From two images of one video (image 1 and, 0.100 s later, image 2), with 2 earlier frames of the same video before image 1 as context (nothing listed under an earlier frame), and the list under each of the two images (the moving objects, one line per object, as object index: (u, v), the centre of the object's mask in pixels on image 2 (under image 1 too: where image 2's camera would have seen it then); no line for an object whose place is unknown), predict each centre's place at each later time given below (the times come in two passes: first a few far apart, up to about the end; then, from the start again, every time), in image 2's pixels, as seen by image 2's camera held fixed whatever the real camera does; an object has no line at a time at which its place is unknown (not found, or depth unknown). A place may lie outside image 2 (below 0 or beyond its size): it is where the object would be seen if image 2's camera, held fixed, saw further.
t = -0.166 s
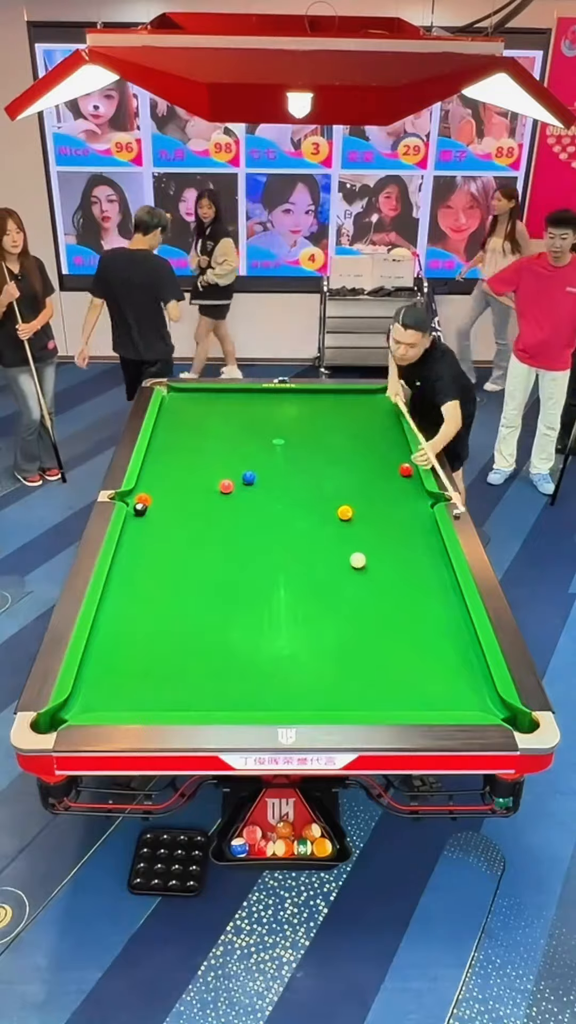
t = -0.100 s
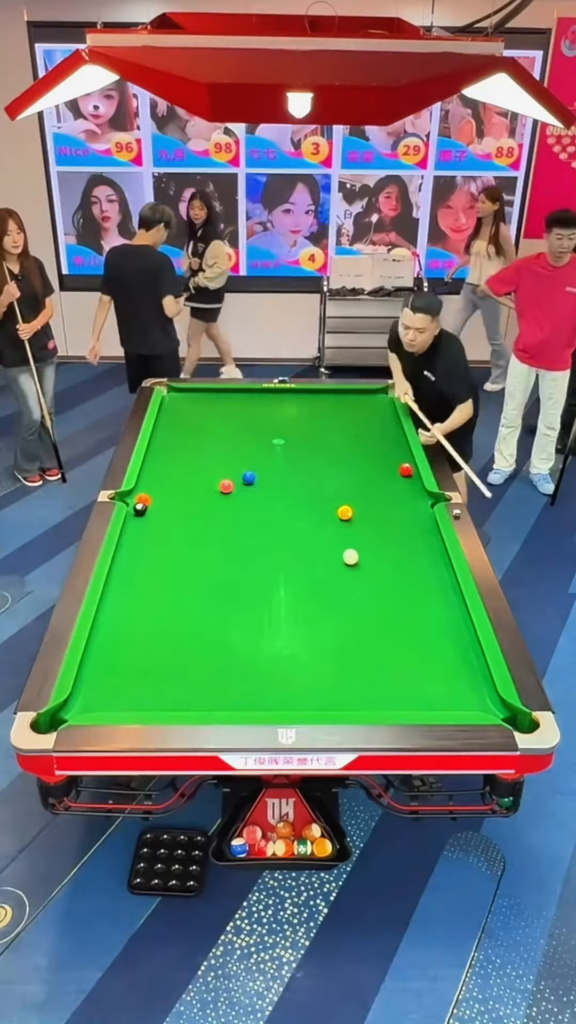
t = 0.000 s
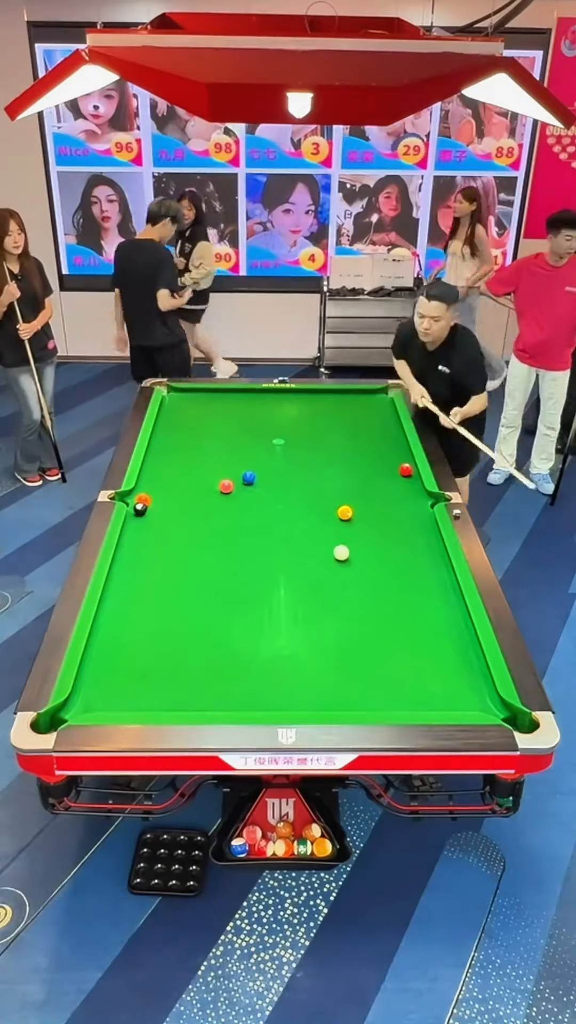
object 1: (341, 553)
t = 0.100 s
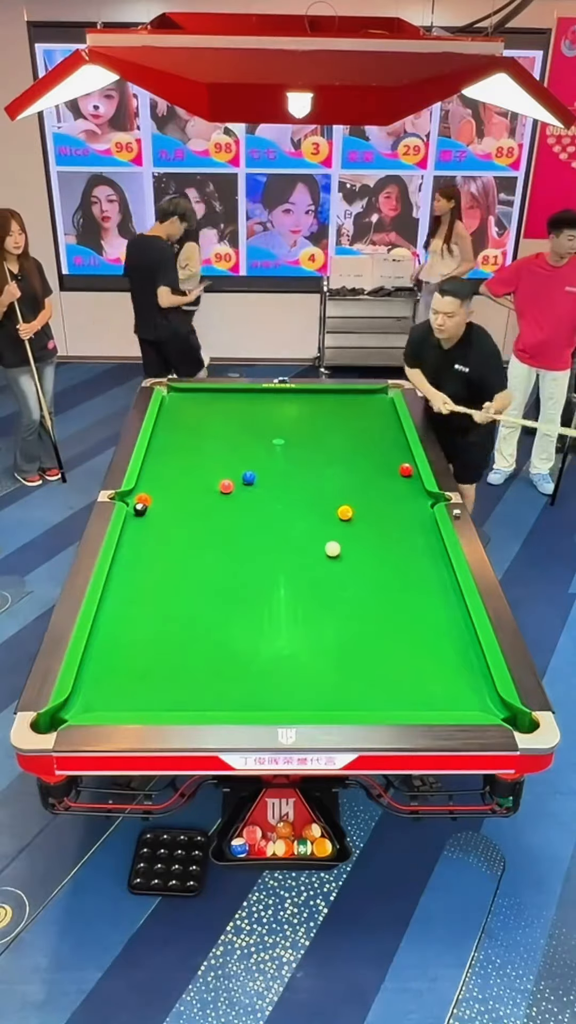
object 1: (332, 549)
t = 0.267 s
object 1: (318, 543)
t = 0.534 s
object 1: (297, 535)
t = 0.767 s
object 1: (283, 529)
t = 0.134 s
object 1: (329, 547)
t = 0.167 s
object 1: (326, 546)
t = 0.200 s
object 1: (323, 545)
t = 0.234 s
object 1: (320, 543)
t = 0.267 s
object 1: (318, 543)
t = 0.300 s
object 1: (315, 541)
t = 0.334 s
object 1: (312, 540)
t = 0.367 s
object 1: (309, 539)
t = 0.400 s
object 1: (307, 538)
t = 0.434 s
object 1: (305, 537)
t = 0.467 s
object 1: (302, 536)
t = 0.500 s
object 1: (300, 535)
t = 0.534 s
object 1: (297, 535)
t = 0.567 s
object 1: (295, 534)
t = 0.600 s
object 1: (293, 533)
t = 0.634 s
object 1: (291, 532)
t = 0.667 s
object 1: (289, 531)
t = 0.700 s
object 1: (286, 530)
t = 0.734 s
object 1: (284, 530)
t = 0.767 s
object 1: (283, 529)
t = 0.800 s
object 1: (281, 529)
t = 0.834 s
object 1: (279, 528)
